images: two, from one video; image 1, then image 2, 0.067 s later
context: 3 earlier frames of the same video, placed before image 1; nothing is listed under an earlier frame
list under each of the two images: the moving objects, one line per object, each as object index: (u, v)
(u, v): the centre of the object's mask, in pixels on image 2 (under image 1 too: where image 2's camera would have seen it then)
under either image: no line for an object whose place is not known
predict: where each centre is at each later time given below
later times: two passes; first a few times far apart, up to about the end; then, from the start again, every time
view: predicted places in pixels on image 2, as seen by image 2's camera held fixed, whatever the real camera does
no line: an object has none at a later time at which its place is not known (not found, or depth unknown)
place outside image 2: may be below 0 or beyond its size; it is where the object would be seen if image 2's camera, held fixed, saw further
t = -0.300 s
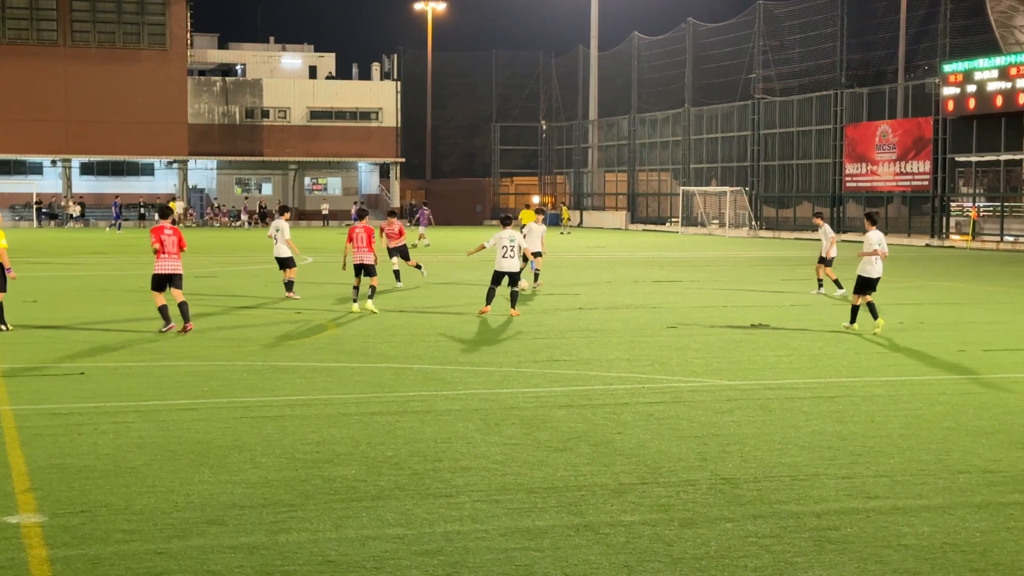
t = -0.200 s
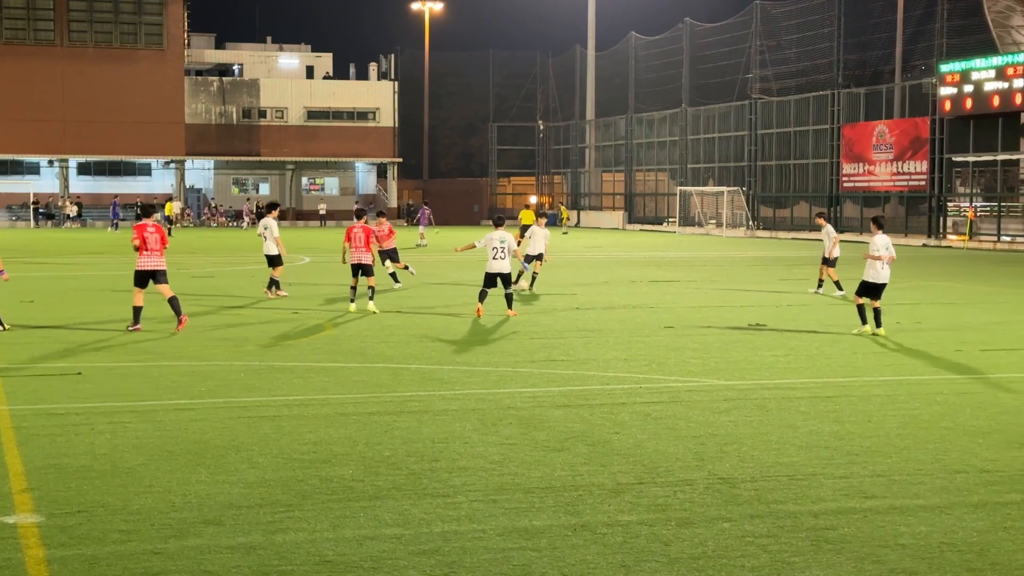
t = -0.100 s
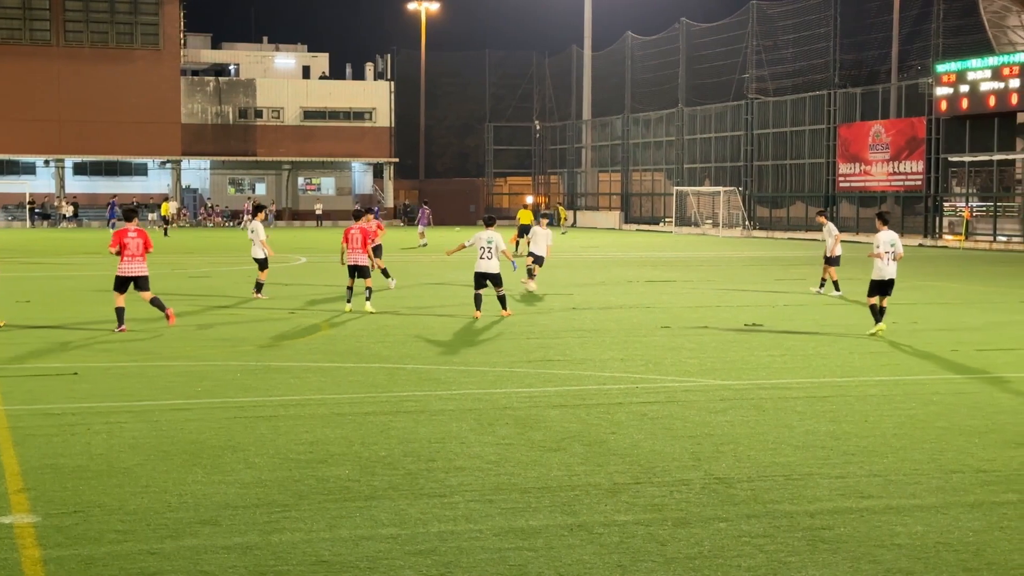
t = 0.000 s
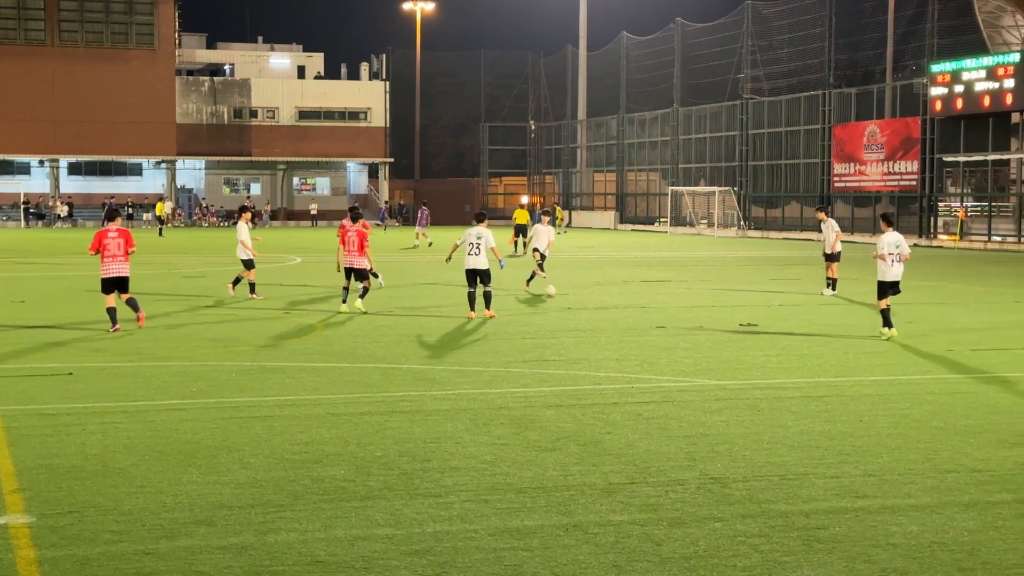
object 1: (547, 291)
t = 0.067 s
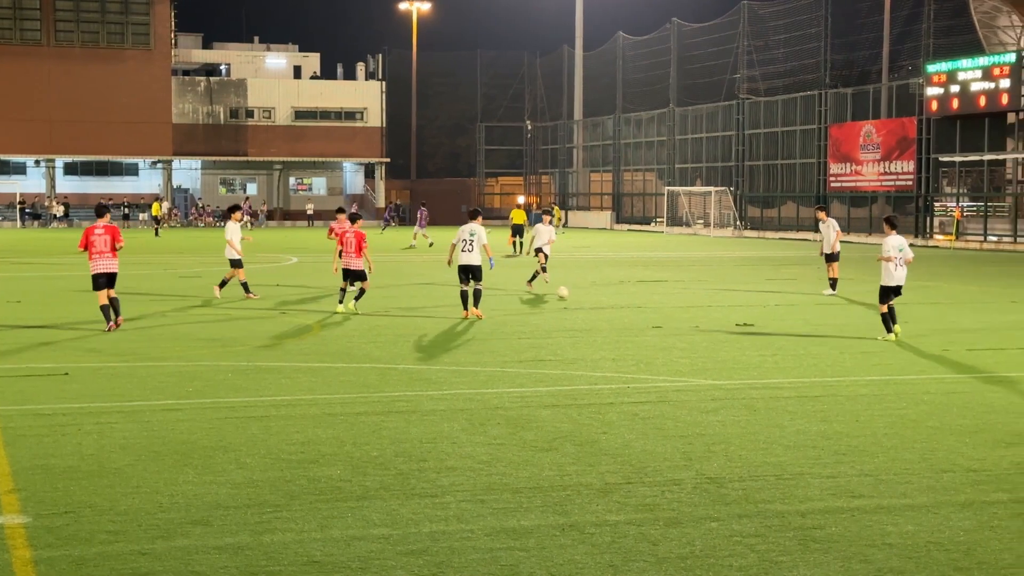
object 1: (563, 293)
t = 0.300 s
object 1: (622, 302)
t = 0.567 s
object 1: (692, 309)
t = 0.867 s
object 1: (771, 316)
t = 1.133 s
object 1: (849, 329)
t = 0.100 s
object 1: (571, 294)
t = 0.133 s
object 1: (579, 296)
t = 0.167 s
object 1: (588, 296)
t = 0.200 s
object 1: (596, 298)
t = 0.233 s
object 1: (604, 299)
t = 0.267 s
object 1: (613, 300)
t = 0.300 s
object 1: (622, 302)
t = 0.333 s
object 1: (630, 301)
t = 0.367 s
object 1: (638, 302)
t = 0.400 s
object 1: (647, 303)
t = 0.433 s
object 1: (656, 306)
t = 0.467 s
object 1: (666, 309)
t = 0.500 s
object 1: (674, 309)
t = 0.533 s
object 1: (683, 309)
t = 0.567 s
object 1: (692, 309)
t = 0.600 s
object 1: (701, 310)
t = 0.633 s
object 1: (711, 313)
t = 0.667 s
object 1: (721, 316)
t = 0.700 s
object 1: (725, 318)
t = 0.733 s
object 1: (735, 318)
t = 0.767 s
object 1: (743, 317)
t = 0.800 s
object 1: (752, 315)
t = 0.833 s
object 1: (763, 315)
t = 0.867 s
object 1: (771, 316)
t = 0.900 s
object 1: (781, 318)
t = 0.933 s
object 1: (791, 321)
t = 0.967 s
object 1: (801, 324)
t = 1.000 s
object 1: (811, 329)
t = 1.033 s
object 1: (821, 334)
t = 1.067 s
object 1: (830, 333)
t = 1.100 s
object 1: (840, 330)
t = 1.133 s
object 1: (849, 329)
